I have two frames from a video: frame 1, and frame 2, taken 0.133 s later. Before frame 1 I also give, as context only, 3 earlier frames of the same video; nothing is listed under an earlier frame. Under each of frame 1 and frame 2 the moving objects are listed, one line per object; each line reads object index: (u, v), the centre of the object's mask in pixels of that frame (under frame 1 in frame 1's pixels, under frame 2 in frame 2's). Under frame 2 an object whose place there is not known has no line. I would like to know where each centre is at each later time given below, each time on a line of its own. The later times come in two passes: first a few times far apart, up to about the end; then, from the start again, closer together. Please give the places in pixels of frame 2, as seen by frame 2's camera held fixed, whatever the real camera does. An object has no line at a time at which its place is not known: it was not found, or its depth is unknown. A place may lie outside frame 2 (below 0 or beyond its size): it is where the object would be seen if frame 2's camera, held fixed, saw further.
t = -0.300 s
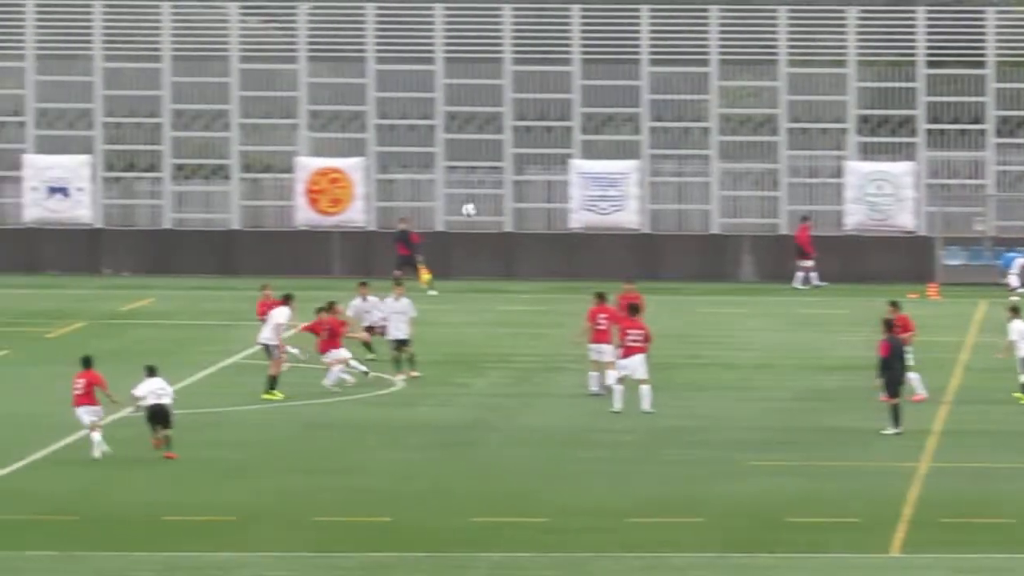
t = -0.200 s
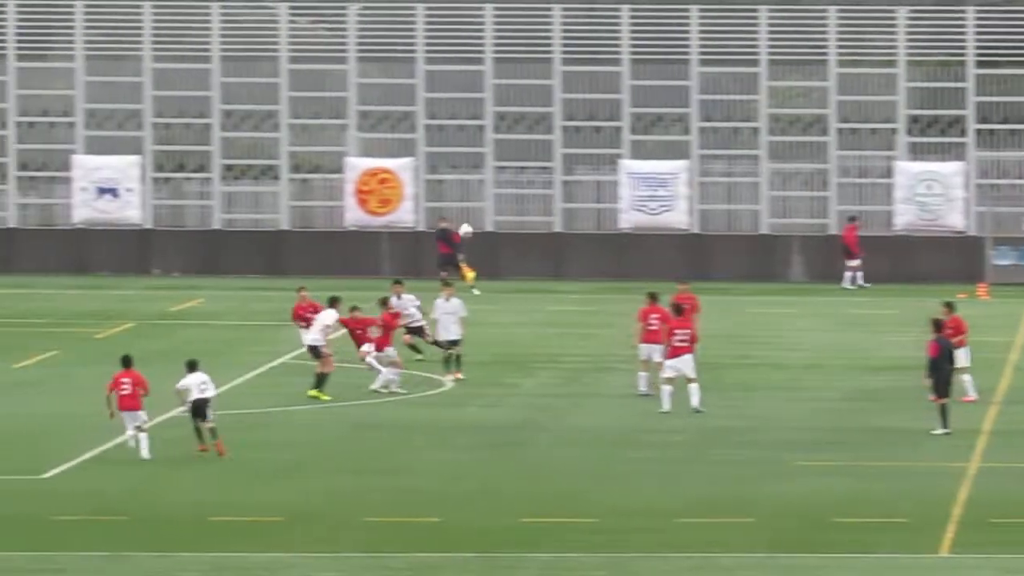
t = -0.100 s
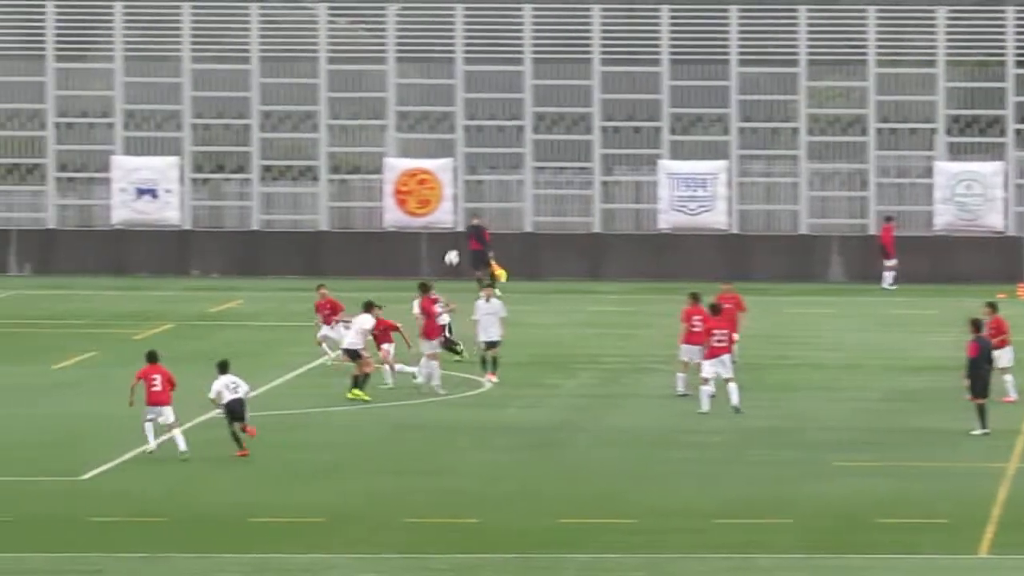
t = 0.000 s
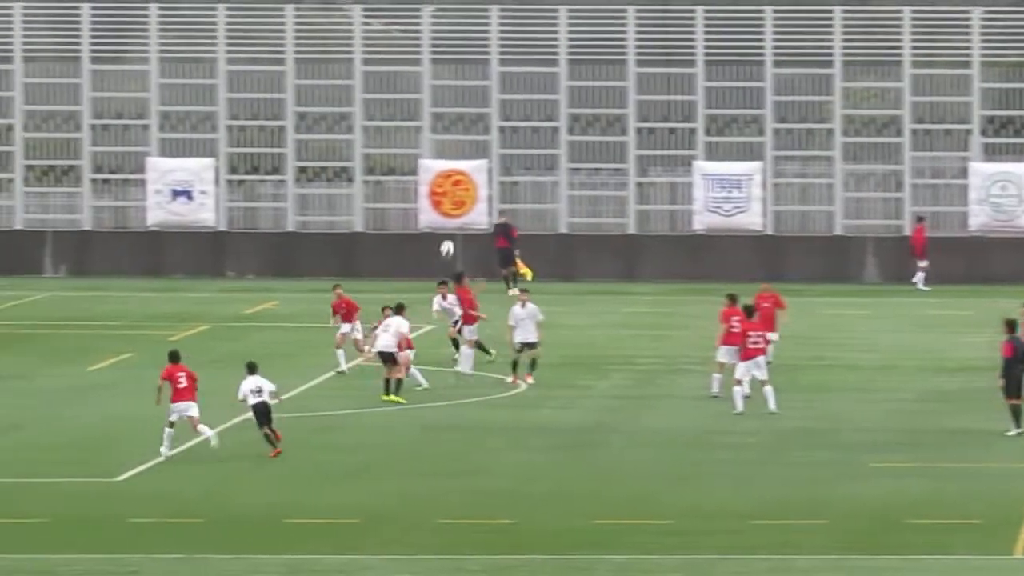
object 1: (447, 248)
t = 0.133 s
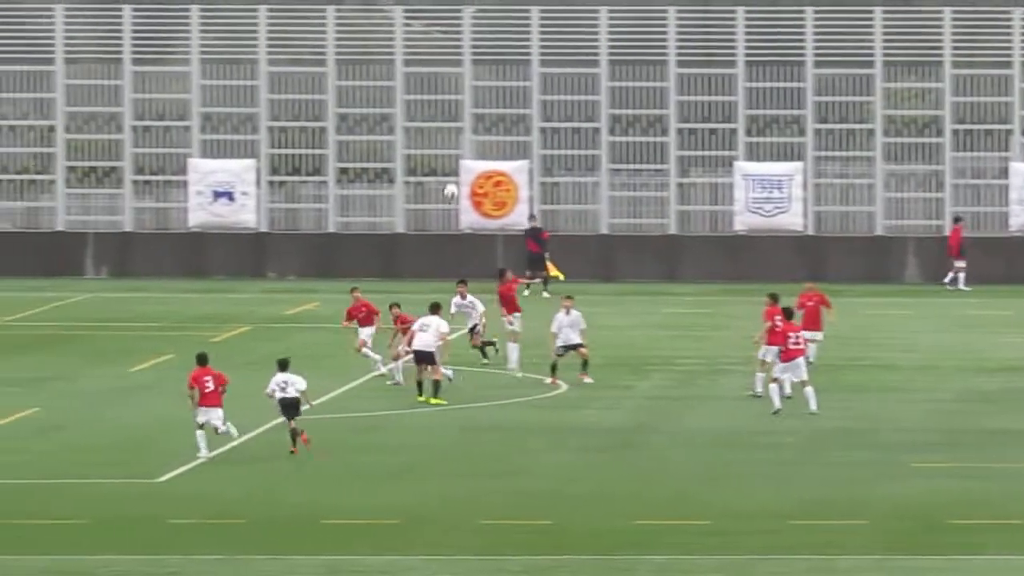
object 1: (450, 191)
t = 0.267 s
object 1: (413, 145)
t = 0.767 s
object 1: (267, 65)
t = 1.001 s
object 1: (200, 85)
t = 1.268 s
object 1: (124, 151)
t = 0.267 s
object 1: (413, 145)
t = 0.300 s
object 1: (404, 134)
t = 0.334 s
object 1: (393, 124)
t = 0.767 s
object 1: (267, 65)
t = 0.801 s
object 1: (256, 66)
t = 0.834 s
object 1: (248, 67)
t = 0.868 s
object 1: (237, 69)
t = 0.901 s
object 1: (229, 72)
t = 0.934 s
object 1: (219, 75)
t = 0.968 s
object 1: (209, 79)
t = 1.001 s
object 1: (200, 85)
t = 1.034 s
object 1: (190, 89)
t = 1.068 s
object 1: (180, 96)
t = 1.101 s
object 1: (171, 104)
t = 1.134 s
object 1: (162, 113)
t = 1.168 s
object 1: (152, 121)
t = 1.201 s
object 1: (143, 130)
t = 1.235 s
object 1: (133, 140)
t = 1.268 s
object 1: (124, 151)
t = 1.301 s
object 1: (114, 164)
